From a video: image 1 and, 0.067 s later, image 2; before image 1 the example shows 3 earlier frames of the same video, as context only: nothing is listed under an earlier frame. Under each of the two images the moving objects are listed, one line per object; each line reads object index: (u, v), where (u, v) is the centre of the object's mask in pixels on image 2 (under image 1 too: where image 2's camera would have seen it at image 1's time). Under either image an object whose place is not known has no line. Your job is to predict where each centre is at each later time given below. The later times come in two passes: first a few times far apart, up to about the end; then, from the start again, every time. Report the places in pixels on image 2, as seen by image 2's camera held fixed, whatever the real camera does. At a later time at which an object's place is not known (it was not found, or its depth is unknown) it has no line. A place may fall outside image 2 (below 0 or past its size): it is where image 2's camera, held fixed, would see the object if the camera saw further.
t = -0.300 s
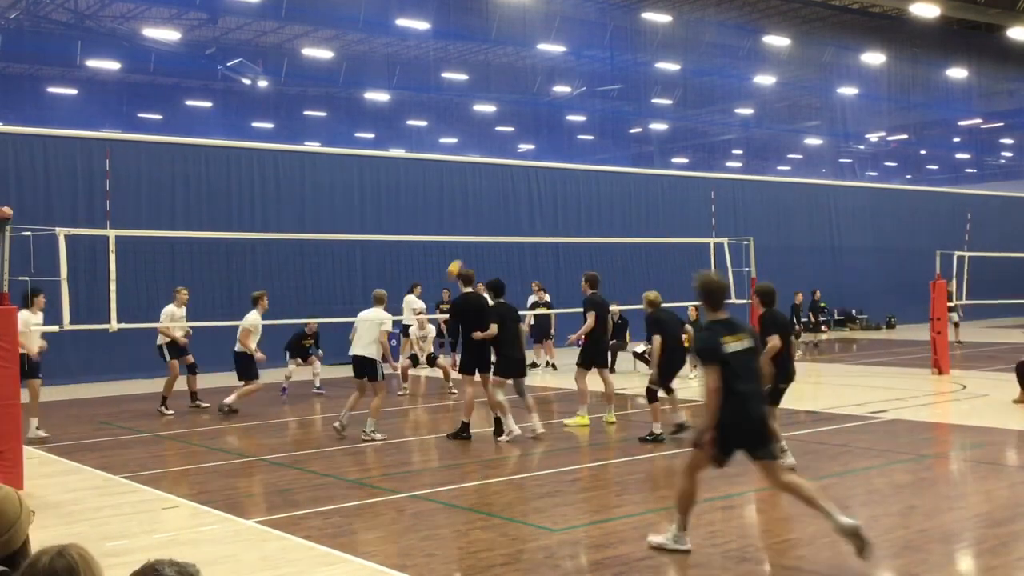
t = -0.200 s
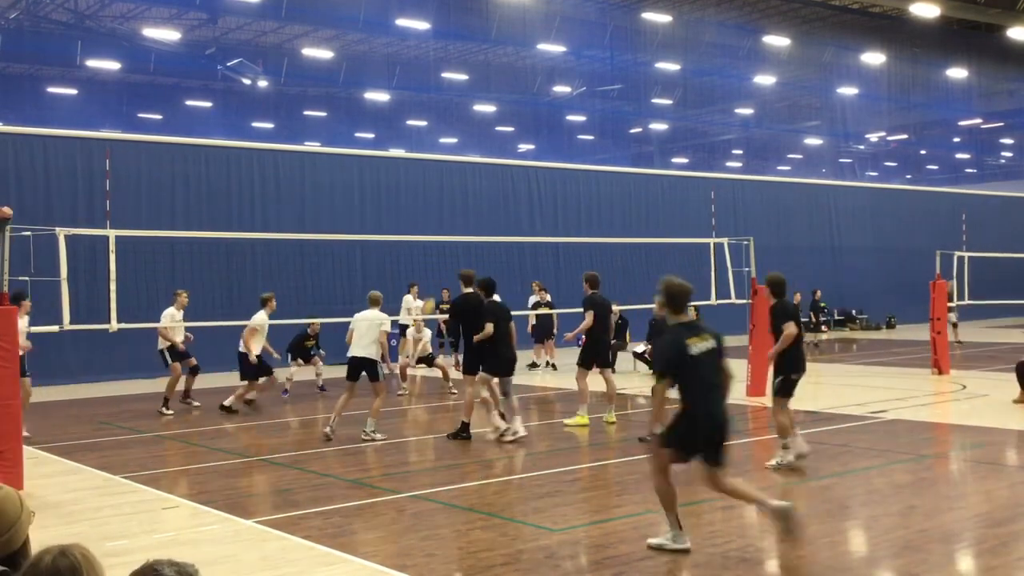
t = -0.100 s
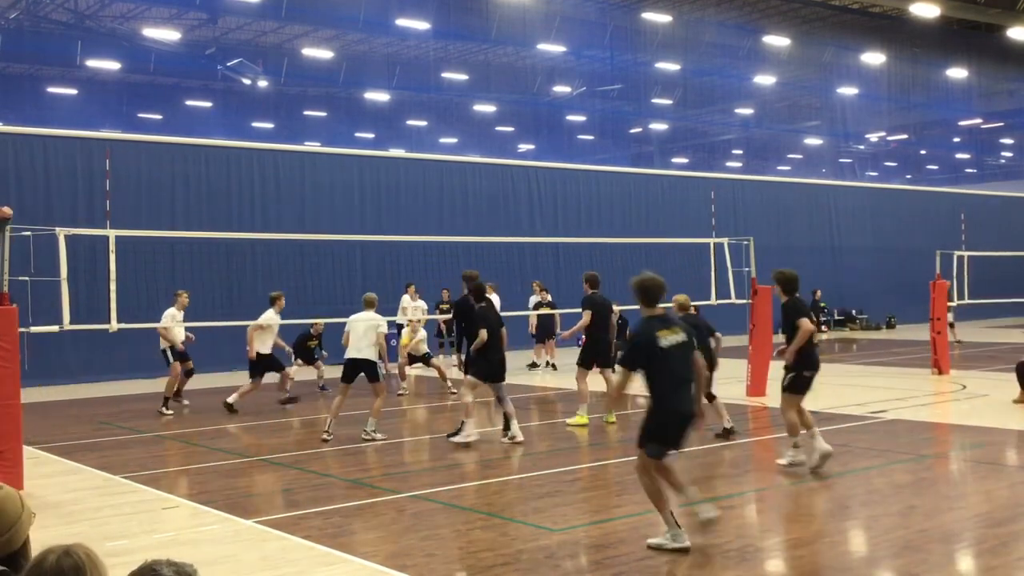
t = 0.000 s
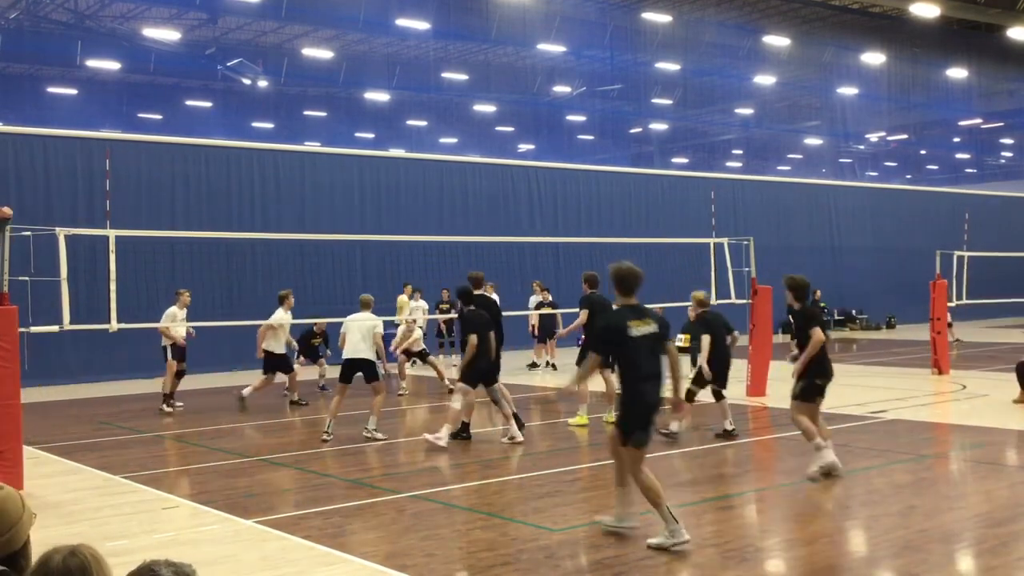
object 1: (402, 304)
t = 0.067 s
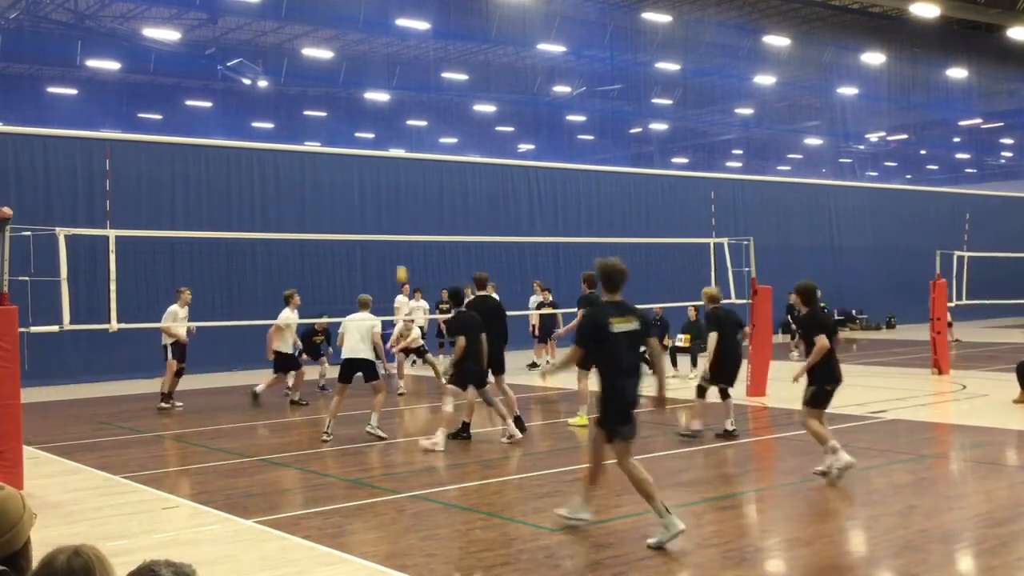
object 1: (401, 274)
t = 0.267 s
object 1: (399, 203)
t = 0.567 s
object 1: (398, 137)
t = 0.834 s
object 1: (397, 123)
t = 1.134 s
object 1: (398, 163)
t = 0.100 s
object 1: (401, 261)
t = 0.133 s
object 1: (401, 248)
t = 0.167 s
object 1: (400, 235)
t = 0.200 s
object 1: (400, 223)
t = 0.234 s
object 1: (400, 213)
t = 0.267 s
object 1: (399, 203)
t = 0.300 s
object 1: (399, 193)
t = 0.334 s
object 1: (398, 183)
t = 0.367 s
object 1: (398, 175)
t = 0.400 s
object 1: (399, 167)
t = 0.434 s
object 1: (398, 160)
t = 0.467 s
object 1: (397, 153)
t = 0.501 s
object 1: (398, 147)
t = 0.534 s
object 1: (398, 141)
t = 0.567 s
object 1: (398, 137)
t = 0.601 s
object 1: (398, 133)
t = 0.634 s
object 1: (398, 129)
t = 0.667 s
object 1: (397, 127)
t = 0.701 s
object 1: (397, 125)
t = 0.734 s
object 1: (397, 123)
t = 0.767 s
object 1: (397, 123)
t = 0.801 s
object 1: (397, 123)
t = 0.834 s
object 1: (397, 123)
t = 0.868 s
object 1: (397, 125)
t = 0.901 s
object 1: (397, 127)
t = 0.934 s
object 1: (397, 130)
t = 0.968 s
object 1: (397, 133)
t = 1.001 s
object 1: (397, 137)
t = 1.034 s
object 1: (397, 143)
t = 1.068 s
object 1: (398, 148)
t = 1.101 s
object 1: (398, 155)
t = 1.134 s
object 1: (398, 163)
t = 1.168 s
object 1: (398, 171)
